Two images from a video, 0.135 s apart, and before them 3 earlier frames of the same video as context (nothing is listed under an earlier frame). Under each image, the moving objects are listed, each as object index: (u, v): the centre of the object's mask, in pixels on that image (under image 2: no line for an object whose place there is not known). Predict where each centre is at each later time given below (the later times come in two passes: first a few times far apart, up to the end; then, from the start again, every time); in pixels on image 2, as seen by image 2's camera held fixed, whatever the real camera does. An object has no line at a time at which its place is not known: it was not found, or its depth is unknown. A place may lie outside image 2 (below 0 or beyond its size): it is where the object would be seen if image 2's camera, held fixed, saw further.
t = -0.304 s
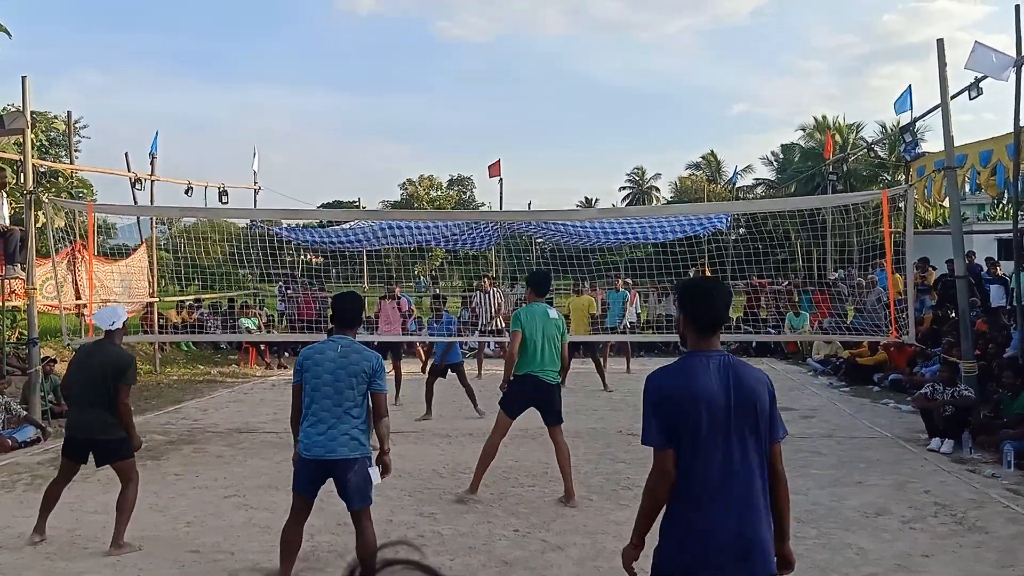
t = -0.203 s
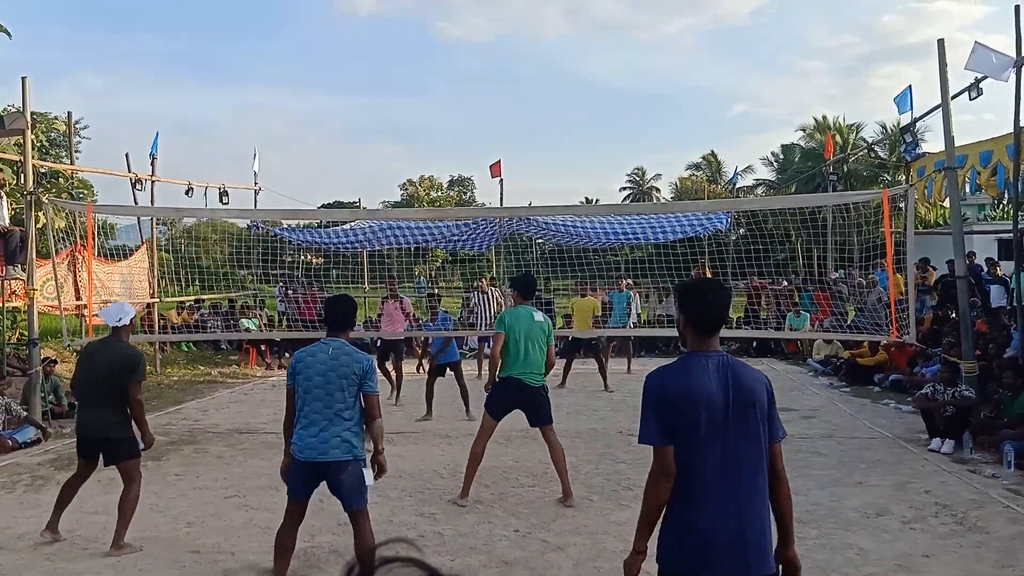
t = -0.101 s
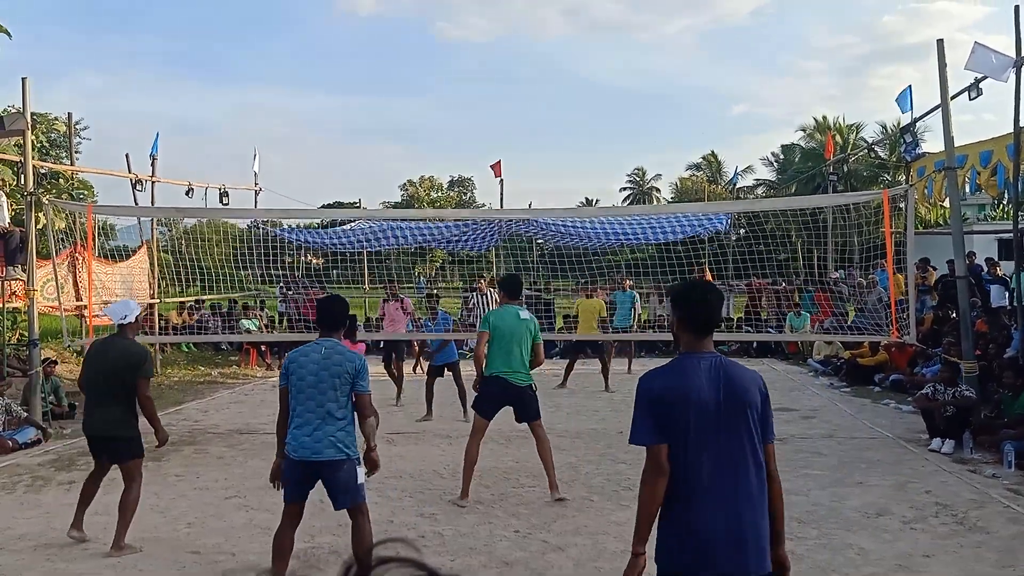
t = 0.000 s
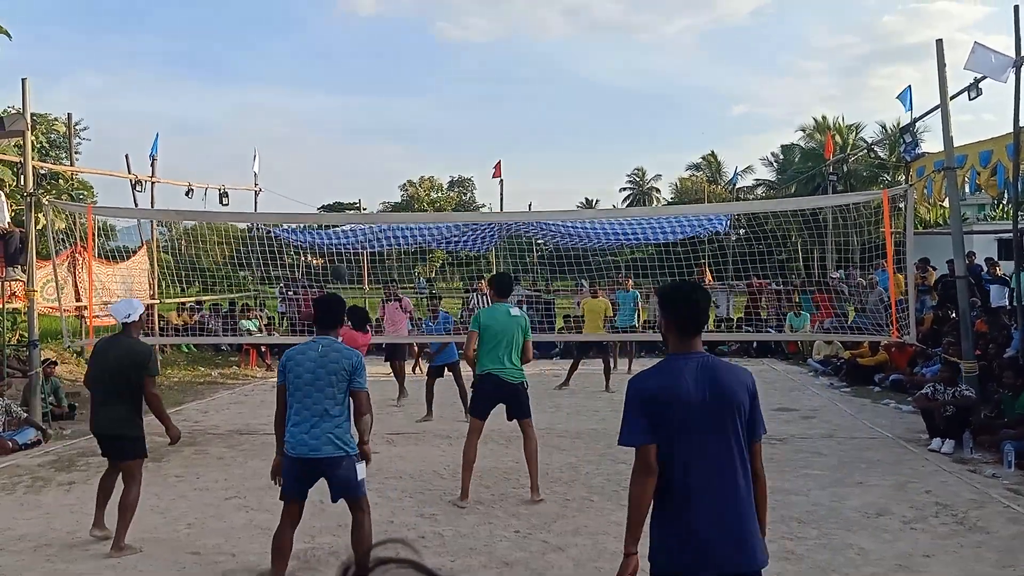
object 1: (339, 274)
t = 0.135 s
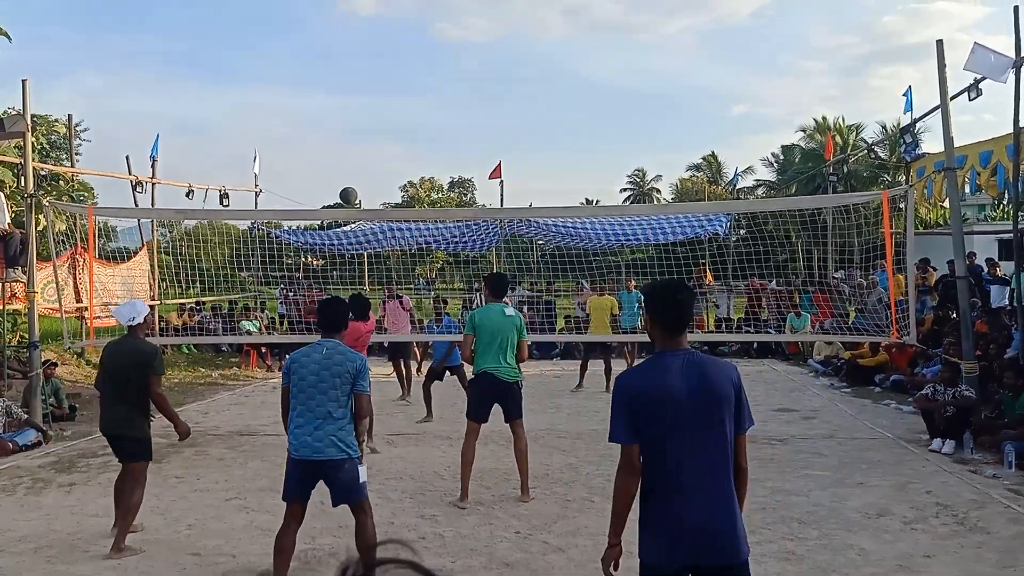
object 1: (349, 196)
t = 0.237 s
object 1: (357, 145)
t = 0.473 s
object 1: (381, 58)
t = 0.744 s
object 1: (415, 28)
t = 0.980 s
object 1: (453, 84)
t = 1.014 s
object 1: (460, 100)
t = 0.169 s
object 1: (351, 178)
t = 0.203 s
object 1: (354, 161)
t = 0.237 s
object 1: (357, 145)
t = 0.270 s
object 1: (361, 130)
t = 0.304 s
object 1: (364, 116)
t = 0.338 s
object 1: (367, 103)
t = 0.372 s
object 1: (370, 91)
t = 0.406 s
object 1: (373, 79)
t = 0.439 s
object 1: (377, 68)
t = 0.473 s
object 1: (381, 58)
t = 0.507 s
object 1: (385, 50)
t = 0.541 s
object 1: (389, 43)
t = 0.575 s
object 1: (393, 37)
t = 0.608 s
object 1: (397, 33)
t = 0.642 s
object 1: (401, 30)
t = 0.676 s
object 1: (406, 28)
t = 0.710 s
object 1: (410, 27)
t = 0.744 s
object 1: (415, 28)
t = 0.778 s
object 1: (420, 30)
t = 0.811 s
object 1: (426, 34)
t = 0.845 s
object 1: (431, 40)
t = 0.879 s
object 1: (437, 48)
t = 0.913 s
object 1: (442, 59)
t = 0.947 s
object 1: (448, 70)
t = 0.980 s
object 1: (453, 84)
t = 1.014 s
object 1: (460, 100)
